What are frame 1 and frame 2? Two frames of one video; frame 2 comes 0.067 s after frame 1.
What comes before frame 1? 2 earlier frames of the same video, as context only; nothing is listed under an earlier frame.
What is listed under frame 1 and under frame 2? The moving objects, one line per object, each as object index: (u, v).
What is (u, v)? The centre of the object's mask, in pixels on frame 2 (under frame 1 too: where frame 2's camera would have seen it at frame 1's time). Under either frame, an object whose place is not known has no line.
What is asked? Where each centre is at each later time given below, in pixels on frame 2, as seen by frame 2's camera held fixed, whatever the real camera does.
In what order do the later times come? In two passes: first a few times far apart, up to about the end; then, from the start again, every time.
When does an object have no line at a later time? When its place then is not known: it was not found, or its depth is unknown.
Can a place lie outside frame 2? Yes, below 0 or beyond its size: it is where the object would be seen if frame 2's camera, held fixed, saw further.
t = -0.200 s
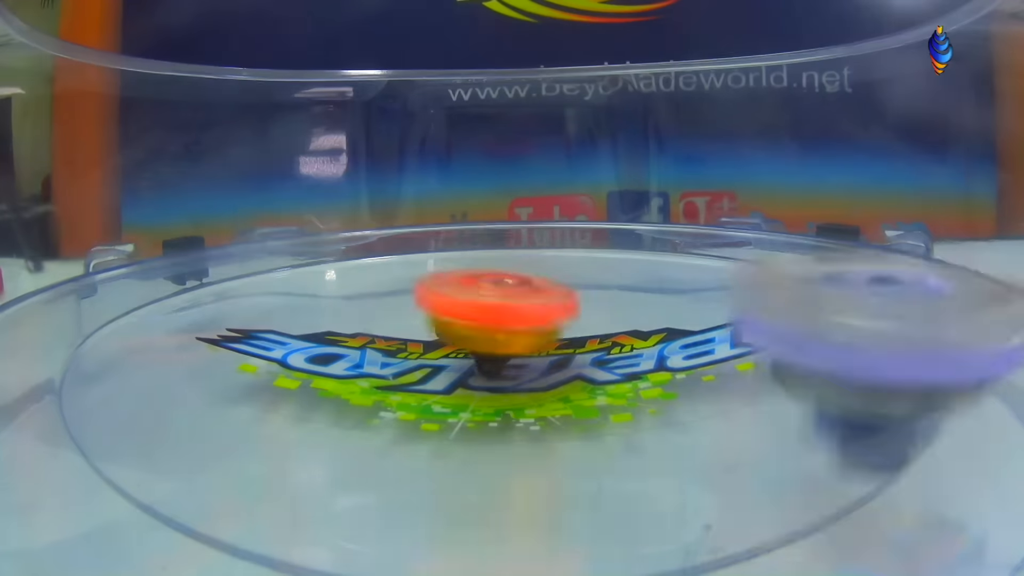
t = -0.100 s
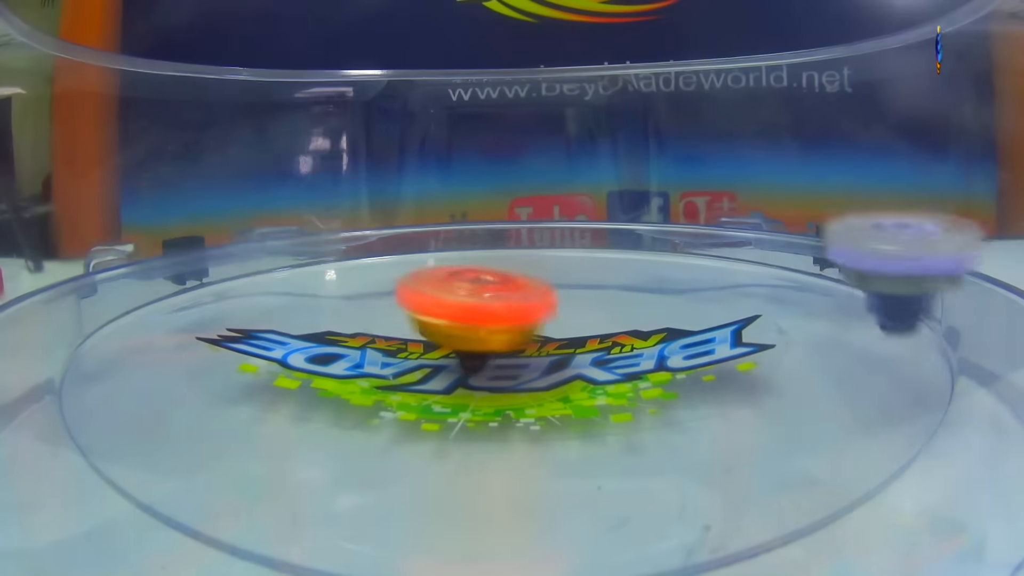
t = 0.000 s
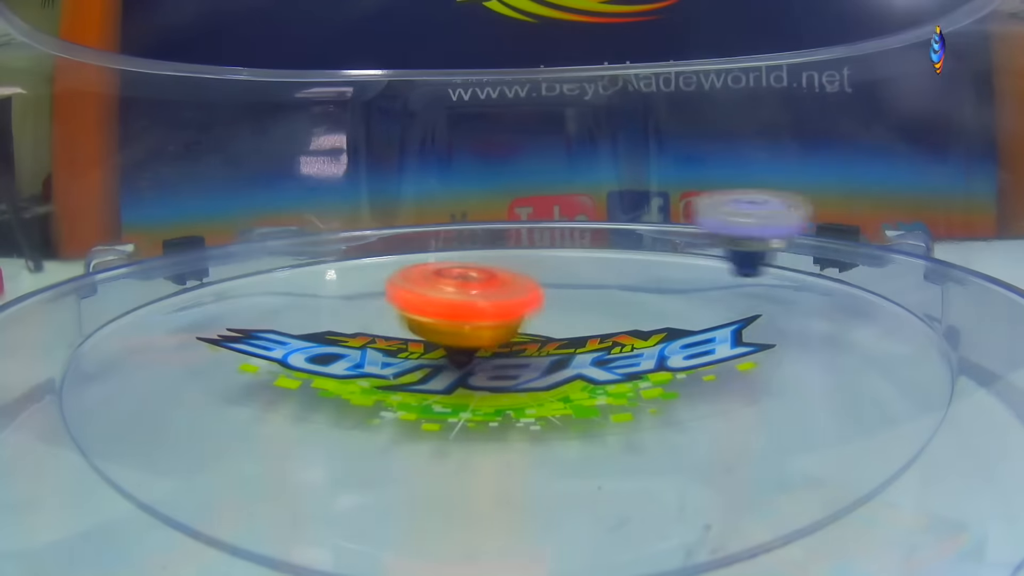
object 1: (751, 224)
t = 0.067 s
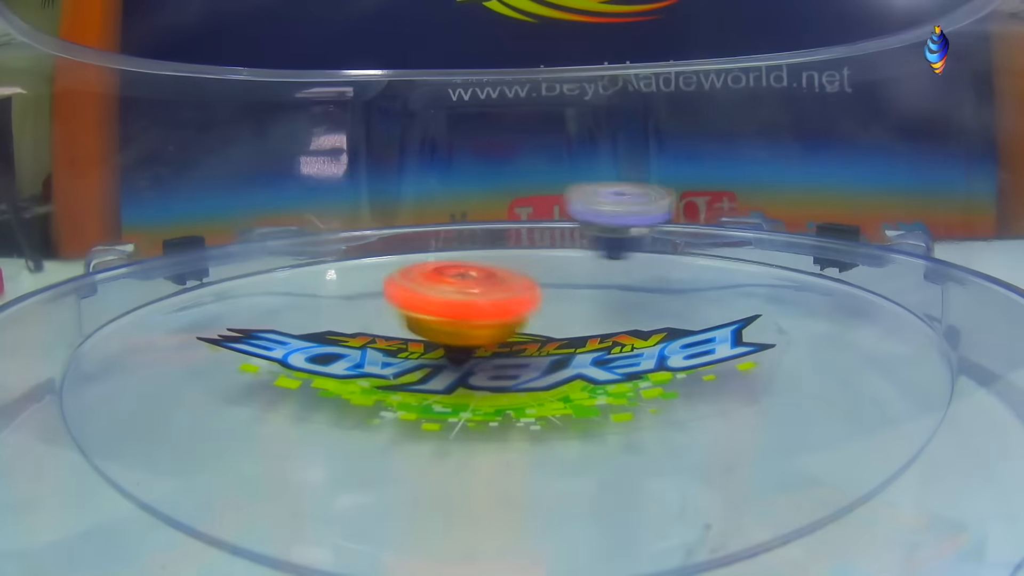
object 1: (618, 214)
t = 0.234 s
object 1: (300, 230)
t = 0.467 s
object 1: (126, 317)
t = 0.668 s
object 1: (813, 349)
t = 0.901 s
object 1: (749, 224)
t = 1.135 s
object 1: (389, 221)
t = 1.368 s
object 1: (195, 276)
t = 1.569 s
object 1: (467, 385)
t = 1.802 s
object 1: (879, 252)
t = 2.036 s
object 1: (622, 218)
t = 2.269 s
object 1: (362, 234)
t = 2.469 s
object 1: (207, 294)
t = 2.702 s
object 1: (629, 383)
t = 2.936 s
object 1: (857, 256)
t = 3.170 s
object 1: (637, 225)
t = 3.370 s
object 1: (418, 238)
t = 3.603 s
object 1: (205, 293)
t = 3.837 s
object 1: (462, 394)
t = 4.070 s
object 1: (819, 296)
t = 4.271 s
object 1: (684, 250)
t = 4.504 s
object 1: (460, 243)
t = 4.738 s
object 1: (278, 288)
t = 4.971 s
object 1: (380, 370)
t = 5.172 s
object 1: (724, 340)
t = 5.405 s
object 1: (709, 276)
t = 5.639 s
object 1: (527, 250)
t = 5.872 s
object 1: (353, 291)
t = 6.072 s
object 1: (340, 340)
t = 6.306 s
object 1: (597, 360)
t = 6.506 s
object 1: (696, 307)
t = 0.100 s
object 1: (547, 214)
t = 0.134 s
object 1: (480, 215)
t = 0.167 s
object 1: (416, 218)
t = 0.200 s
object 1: (355, 223)
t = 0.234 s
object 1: (300, 230)
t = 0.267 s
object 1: (254, 237)
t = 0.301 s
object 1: (210, 246)
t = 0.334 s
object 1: (175, 256)
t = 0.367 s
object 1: (148, 267)
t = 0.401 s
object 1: (126, 281)
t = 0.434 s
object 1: (117, 296)
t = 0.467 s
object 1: (126, 317)
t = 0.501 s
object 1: (158, 342)
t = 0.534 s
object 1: (232, 369)
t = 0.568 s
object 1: (362, 392)
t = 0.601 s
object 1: (540, 398)
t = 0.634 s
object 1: (704, 377)
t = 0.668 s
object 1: (813, 349)
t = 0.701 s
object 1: (873, 315)
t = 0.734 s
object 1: (901, 288)
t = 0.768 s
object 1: (905, 266)
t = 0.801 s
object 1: (883, 244)
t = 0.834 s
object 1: (844, 240)
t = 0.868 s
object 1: (795, 233)
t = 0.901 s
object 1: (749, 224)
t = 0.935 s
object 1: (696, 216)
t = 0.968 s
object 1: (637, 218)
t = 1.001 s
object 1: (579, 216)
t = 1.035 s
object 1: (528, 214)
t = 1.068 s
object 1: (478, 215)
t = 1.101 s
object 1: (432, 219)
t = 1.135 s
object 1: (389, 221)
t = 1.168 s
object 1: (351, 224)
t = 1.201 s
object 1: (316, 229)
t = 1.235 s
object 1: (286, 234)
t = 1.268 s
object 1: (254, 242)
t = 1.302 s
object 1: (228, 251)
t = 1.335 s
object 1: (207, 263)
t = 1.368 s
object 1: (195, 276)
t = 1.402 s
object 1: (189, 292)
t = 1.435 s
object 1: (196, 309)
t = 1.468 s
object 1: (219, 336)
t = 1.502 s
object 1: (268, 354)
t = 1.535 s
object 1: (349, 376)
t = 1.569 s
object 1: (467, 385)
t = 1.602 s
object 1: (606, 382)
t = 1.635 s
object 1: (725, 362)
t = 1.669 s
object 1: (810, 340)
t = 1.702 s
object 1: (859, 312)
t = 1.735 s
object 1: (881, 288)
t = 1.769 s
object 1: (886, 269)
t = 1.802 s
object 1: (879, 252)
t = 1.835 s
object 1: (855, 239)
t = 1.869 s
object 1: (819, 237)
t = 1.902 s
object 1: (779, 231)
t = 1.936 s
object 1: (740, 226)
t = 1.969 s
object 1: (704, 222)
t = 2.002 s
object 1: (665, 218)
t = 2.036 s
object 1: (622, 218)
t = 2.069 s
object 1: (582, 217)
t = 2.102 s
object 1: (543, 218)
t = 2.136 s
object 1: (504, 220)
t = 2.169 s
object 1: (468, 221)
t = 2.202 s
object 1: (432, 225)
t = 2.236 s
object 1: (395, 229)
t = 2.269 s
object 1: (362, 234)
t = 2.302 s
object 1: (328, 240)
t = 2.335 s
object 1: (296, 248)
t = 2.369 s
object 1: (269, 257)
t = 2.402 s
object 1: (241, 268)
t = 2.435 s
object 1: (220, 280)
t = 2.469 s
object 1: (207, 294)
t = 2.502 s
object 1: (202, 309)
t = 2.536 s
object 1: (210, 329)
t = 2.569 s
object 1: (237, 348)
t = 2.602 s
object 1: (292, 369)
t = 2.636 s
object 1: (378, 385)
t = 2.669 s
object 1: (500, 393)
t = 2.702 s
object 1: (629, 383)
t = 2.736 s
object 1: (743, 365)
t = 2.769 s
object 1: (820, 343)
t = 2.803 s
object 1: (858, 317)
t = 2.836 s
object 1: (877, 297)
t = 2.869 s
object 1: (879, 281)
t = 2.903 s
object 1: (872, 267)
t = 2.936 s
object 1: (857, 256)
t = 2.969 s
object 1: (833, 247)
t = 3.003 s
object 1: (806, 240)
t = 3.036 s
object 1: (775, 235)
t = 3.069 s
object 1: (743, 231)
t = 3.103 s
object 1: (710, 227)
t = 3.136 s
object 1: (674, 226)
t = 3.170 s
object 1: (637, 225)
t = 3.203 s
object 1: (602, 224)
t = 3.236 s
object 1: (563, 224)
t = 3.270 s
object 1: (527, 226)
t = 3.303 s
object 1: (491, 230)
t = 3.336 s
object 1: (455, 234)
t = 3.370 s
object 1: (418, 238)
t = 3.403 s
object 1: (382, 243)
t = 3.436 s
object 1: (346, 249)
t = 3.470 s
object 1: (313, 256)
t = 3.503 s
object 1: (282, 263)
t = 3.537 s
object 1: (251, 272)
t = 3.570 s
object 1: (225, 282)
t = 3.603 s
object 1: (205, 293)
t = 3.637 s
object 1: (192, 305)
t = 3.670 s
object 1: (189, 321)
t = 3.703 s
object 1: (199, 338)
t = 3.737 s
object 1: (226, 352)
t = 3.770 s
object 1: (281, 369)
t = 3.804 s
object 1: (359, 385)
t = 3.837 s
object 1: (462, 394)
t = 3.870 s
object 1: (572, 391)
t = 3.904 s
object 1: (665, 378)
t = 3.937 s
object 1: (737, 358)
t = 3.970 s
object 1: (783, 341)
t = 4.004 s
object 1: (811, 324)
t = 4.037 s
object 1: (821, 308)
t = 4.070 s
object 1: (819, 296)
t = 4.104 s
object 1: (808, 284)
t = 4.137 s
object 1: (791, 274)
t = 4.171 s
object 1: (769, 265)
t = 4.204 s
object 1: (743, 259)
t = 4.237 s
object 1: (714, 253)
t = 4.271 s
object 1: (684, 250)
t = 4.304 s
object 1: (653, 247)
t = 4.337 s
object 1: (621, 245)
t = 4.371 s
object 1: (589, 244)
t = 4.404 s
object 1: (556, 242)
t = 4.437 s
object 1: (524, 241)
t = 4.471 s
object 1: (492, 241)
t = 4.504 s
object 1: (460, 243)
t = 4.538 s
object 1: (428, 246)
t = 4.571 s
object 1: (398, 254)
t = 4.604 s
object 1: (370, 262)
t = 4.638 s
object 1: (343, 268)
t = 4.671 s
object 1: (318, 275)
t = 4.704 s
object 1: (296, 280)
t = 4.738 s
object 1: (278, 288)
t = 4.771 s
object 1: (265, 301)
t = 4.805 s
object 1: (259, 313)
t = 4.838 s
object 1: (261, 326)
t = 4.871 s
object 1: (273, 336)
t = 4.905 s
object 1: (294, 347)
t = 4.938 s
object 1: (330, 360)
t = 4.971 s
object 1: (380, 370)
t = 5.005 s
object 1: (440, 378)
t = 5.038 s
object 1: (511, 380)
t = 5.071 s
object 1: (580, 375)
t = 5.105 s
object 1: (639, 366)
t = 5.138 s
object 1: (688, 354)
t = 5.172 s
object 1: (724, 340)
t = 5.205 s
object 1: (746, 327)
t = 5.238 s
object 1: (756, 318)
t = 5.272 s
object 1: (760, 306)
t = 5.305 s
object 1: (754, 296)
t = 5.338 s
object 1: (743, 287)
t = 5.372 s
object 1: (729, 280)
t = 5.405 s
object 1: (709, 276)
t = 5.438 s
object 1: (688, 270)
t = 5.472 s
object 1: (664, 267)
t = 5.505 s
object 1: (641, 264)
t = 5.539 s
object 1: (616, 258)
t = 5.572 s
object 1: (586, 250)
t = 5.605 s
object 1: (556, 249)
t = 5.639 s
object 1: (527, 250)
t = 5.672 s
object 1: (498, 253)
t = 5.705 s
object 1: (471, 256)
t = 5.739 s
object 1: (440, 262)
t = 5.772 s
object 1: (415, 271)
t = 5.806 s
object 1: (393, 278)
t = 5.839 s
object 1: (371, 285)
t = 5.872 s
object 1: (353, 291)
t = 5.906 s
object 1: (335, 300)
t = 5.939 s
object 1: (325, 307)
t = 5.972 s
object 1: (320, 315)
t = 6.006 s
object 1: (319, 322)
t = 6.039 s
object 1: (325, 330)
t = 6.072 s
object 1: (340, 340)
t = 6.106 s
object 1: (360, 349)
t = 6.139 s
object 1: (387, 356)
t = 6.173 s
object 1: (423, 361)
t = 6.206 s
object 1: (465, 369)
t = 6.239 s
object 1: (511, 369)
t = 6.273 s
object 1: (559, 367)
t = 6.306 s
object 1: (597, 360)
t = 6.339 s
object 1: (634, 353)
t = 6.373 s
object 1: (662, 343)
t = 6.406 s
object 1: (683, 333)
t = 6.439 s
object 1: (695, 327)
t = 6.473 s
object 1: (699, 316)
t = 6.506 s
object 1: (696, 307)
